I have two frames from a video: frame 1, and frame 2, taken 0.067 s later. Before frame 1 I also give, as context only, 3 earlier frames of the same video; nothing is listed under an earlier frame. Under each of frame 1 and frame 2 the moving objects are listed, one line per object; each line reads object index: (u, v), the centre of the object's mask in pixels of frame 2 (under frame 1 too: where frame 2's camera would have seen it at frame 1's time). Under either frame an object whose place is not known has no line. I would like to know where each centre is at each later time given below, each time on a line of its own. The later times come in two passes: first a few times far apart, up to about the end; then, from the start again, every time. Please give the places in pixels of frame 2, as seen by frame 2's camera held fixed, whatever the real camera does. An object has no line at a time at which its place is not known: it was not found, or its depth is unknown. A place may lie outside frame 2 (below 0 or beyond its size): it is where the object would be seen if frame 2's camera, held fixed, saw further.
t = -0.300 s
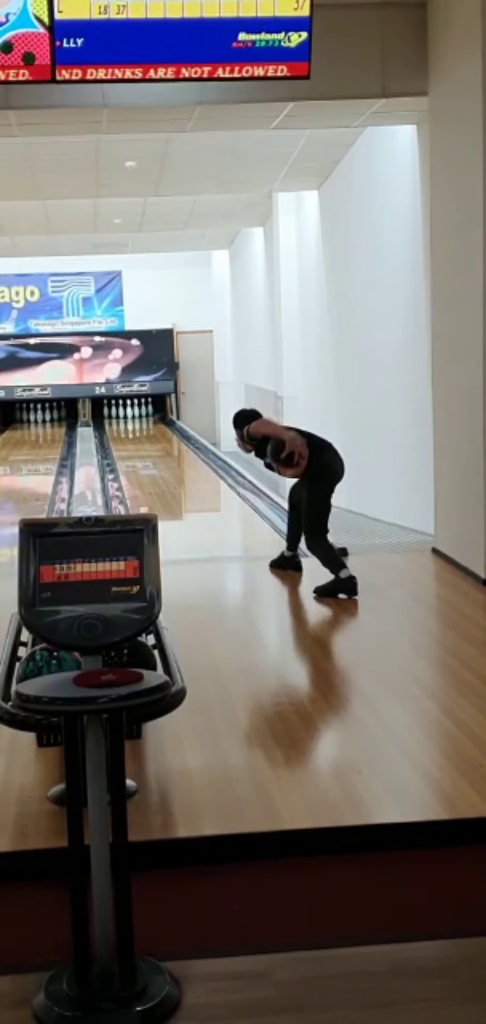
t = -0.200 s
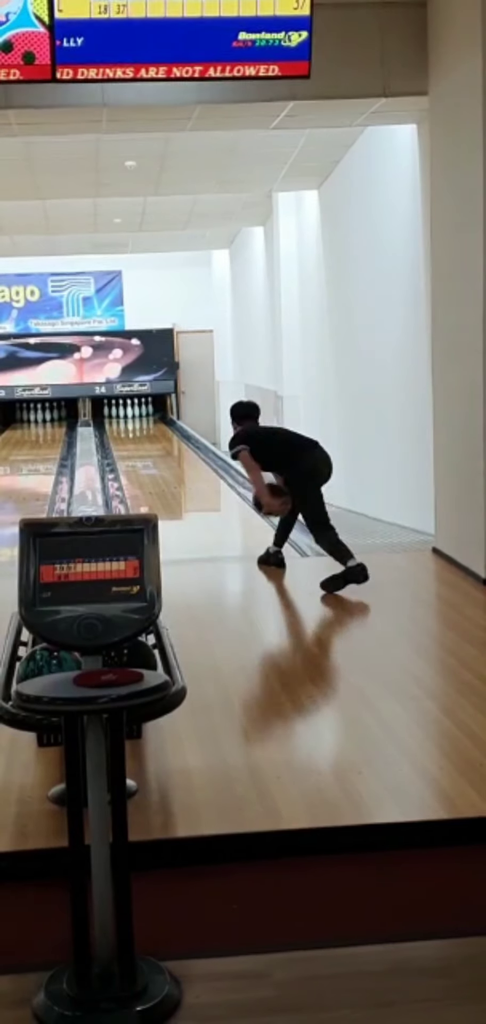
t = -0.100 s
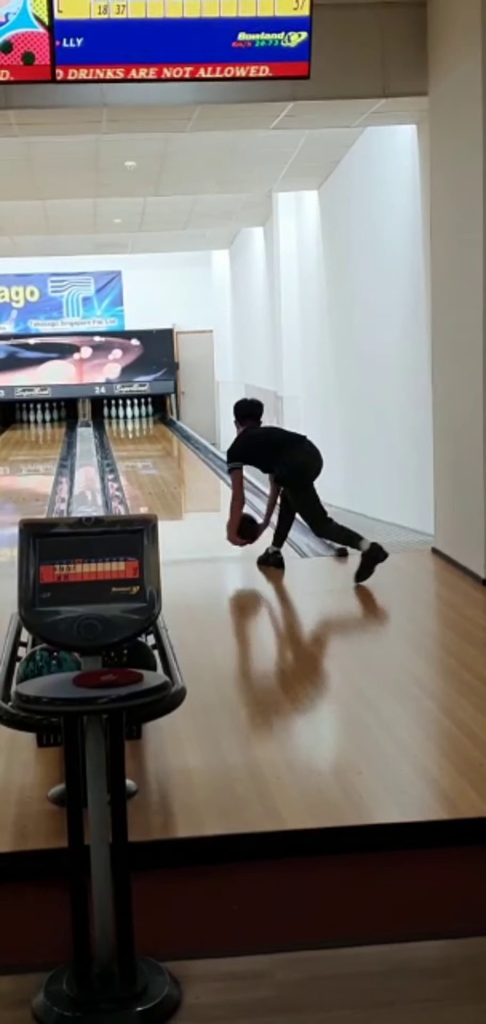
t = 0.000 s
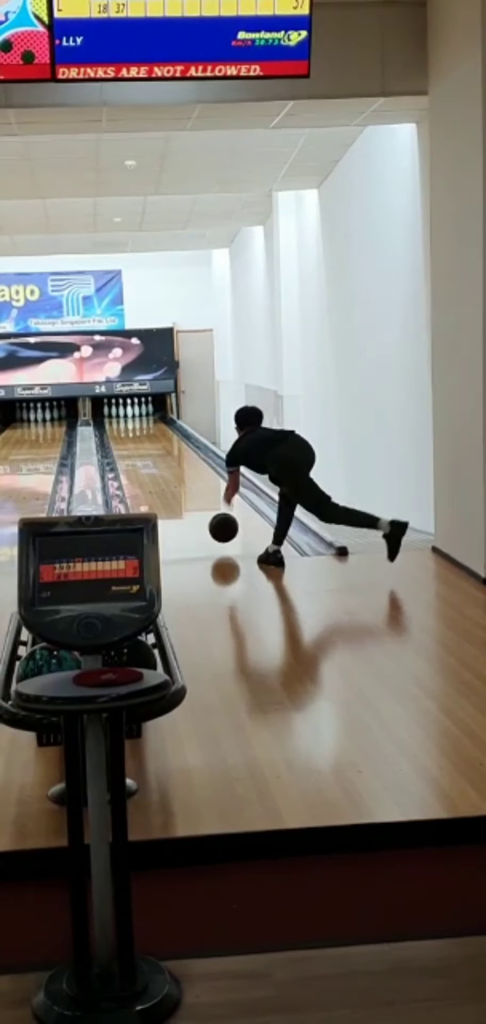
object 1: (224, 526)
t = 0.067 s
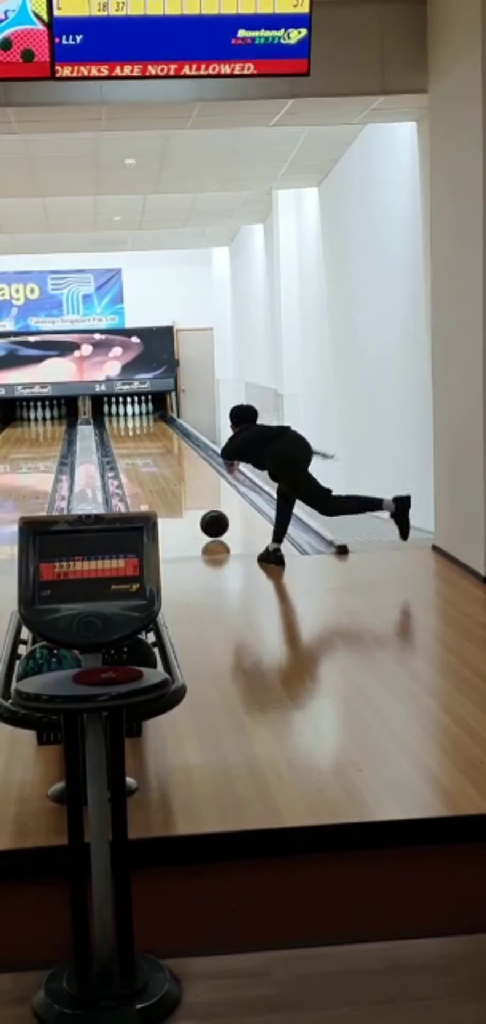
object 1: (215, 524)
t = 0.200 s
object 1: (198, 510)
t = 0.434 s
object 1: (175, 490)
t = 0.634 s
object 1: (161, 476)
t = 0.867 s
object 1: (147, 464)
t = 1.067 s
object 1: (137, 454)
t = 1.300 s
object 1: (129, 446)
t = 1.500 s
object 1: (123, 439)
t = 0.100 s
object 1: (210, 519)
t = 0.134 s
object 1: (206, 516)
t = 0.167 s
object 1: (202, 513)
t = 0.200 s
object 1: (198, 510)
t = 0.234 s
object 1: (194, 507)
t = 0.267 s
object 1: (191, 503)
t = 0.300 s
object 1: (187, 501)
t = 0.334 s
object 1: (185, 498)
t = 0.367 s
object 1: (182, 495)
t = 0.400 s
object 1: (178, 492)
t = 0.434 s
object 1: (175, 490)
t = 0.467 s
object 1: (173, 488)
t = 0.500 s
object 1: (170, 485)
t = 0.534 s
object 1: (168, 483)
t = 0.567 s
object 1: (165, 481)
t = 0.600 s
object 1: (163, 479)
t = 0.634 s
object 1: (161, 476)
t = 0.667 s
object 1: (158, 474)
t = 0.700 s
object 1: (156, 472)
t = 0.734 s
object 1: (154, 470)
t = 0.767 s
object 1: (152, 469)
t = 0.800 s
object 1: (150, 467)
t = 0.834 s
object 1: (149, 465)
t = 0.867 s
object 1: (147, 464)
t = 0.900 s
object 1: (145, 462)
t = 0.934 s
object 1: (144, 460)
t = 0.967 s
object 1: (142, 459)
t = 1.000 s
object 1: (140, 457)
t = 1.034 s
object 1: (139, 456)
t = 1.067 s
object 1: (137, 454)
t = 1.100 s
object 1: (136, 453)
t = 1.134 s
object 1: (135, 452)
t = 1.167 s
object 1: (133, 451)
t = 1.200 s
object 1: (132, 449)
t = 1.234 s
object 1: (131, 448)
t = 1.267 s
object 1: (130, 447)
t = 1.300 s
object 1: (129, 446)
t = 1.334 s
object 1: (128, 445)
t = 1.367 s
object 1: (127, 443)
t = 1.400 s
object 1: (126, 442)
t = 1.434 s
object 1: (125, 441)
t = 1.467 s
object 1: (124, 440)
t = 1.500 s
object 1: (123, 439)
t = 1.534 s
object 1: (123, 438)
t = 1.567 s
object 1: (122, 437)
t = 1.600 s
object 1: (121, 436)
